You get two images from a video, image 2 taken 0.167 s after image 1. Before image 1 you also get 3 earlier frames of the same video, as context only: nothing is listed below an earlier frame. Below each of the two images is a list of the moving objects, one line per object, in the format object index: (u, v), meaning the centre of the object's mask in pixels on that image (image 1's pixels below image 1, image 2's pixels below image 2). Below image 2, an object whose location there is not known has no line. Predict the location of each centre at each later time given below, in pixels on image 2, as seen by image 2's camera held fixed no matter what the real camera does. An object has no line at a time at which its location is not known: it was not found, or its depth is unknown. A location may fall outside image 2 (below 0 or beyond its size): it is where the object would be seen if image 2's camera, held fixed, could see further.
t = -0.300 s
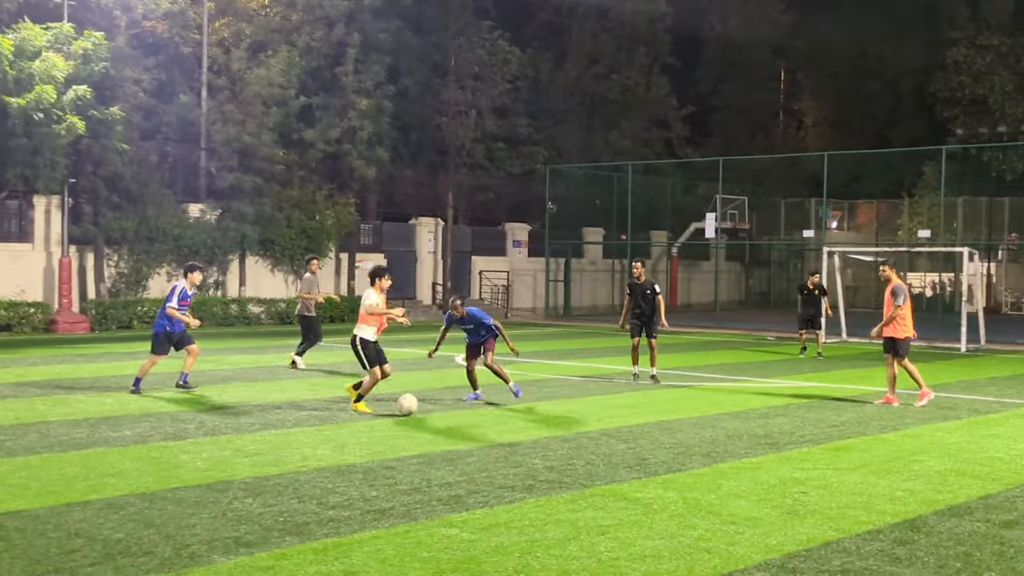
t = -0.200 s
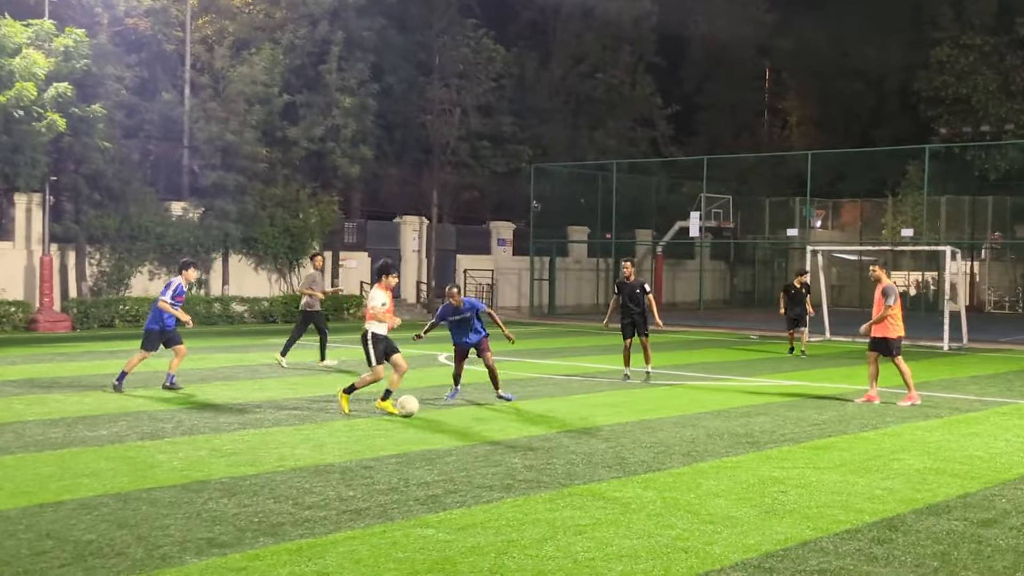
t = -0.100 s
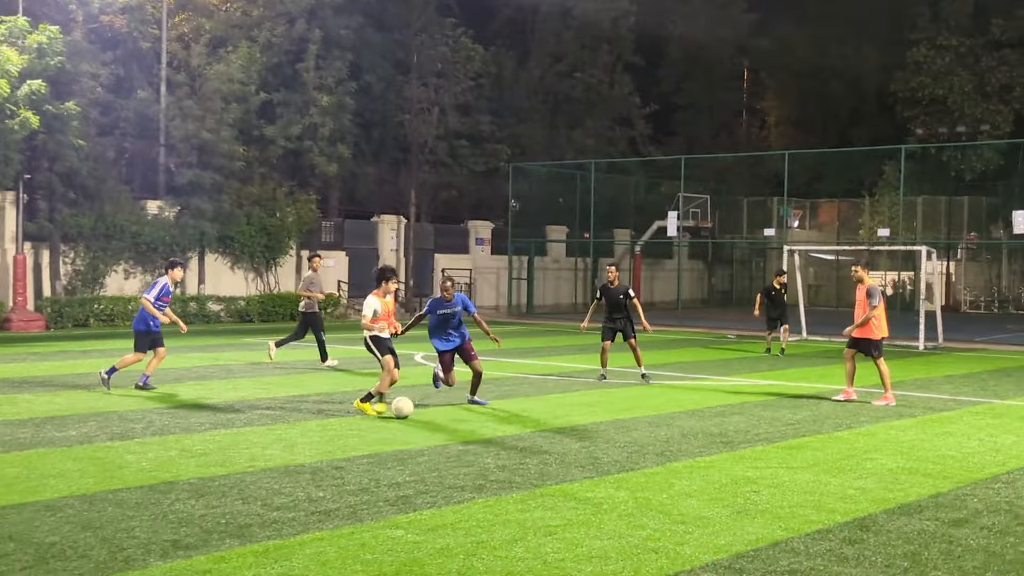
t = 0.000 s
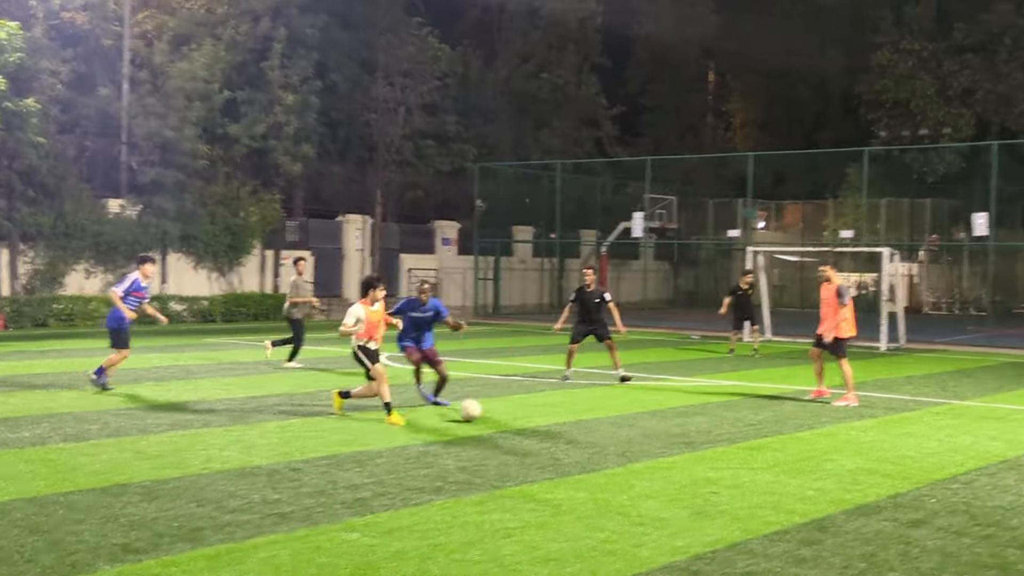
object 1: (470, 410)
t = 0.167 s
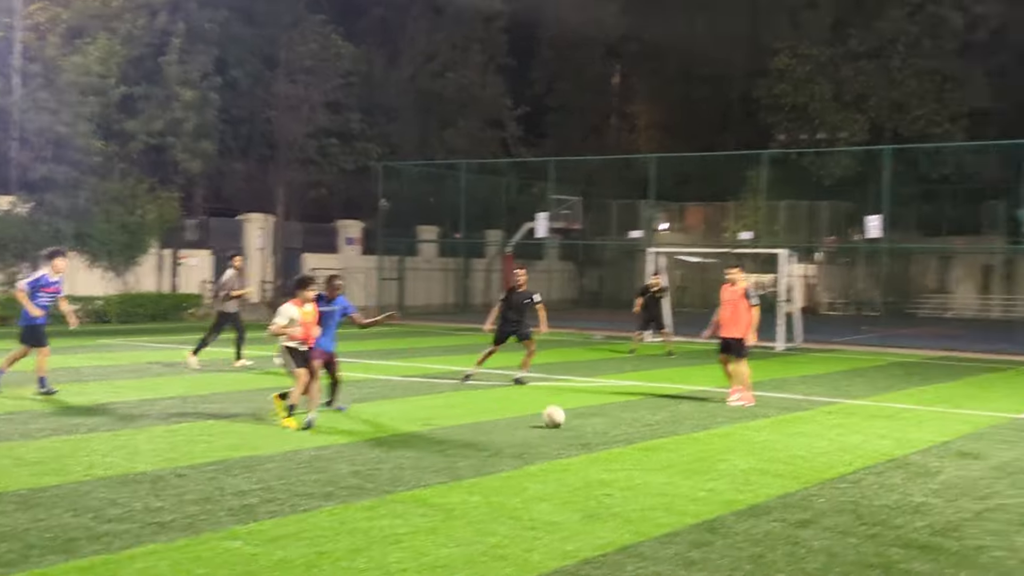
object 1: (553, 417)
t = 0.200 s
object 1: (590, 417)
